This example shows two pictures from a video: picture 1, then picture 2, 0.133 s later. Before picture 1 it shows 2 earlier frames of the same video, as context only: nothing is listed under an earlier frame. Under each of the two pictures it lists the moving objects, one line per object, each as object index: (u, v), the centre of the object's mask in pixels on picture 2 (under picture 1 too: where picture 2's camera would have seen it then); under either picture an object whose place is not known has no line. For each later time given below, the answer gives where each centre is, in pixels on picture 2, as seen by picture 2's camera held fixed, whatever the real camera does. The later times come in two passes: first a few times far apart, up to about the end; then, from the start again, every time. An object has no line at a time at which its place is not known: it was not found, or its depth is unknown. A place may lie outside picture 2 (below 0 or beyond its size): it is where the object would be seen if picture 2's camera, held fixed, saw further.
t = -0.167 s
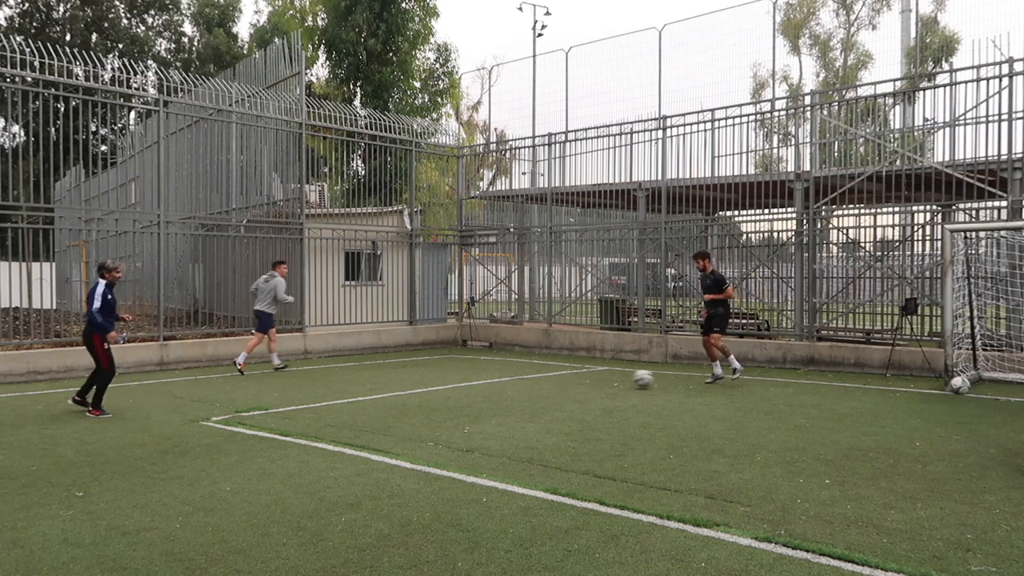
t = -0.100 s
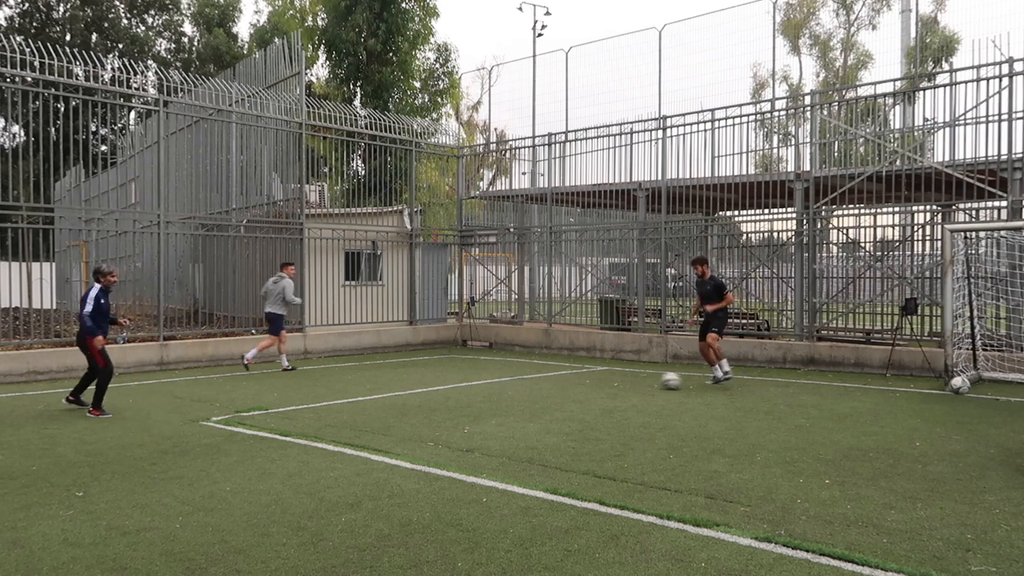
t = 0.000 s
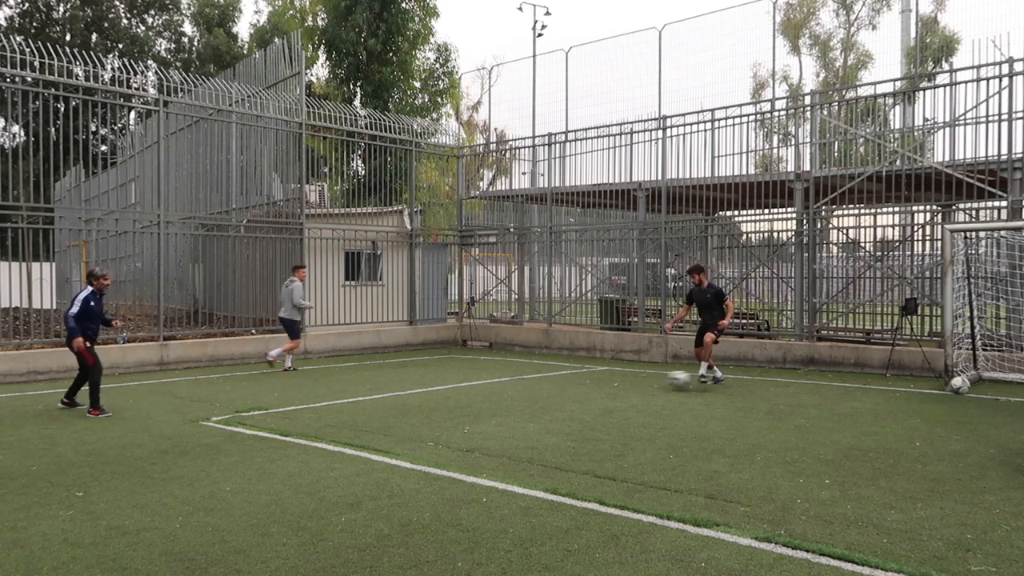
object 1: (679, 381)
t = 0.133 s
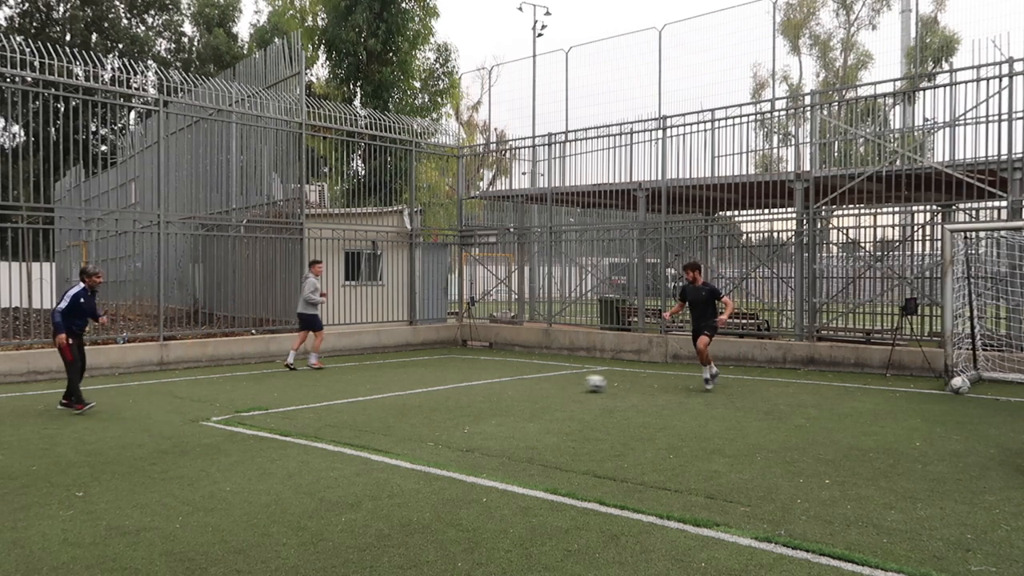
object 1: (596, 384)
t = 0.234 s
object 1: (536, 384)
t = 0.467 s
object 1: (412, 387)
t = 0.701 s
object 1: (309, 390)
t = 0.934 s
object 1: (225, 389)
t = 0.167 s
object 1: (576, 383)
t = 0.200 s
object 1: (556, 383)
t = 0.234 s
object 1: (536, 384)
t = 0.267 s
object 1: (516, 386)
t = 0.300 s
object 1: (498, 385)
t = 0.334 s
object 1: (480, 385)
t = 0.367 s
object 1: (462, 385)
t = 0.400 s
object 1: (444, 387)
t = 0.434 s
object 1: (427, 388)
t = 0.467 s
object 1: (412, 387)
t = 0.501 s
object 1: (396, 387)
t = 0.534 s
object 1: (380, 387)
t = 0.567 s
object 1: (365, 388)
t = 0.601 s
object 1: (351, 389)
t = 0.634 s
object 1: (337, 388)
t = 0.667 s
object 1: (323, 388)
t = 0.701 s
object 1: (309, 390)
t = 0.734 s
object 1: (297, 390)
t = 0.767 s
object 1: (284, 389)
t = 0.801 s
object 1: (273, 389)
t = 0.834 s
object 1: (261, 390)
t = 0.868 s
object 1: (249, 391)
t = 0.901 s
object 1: (237, 390)
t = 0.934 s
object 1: (225, 389)
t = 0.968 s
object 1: (214, 389)
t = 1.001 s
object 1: (202, 391)
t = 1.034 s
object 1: (190, 393)
